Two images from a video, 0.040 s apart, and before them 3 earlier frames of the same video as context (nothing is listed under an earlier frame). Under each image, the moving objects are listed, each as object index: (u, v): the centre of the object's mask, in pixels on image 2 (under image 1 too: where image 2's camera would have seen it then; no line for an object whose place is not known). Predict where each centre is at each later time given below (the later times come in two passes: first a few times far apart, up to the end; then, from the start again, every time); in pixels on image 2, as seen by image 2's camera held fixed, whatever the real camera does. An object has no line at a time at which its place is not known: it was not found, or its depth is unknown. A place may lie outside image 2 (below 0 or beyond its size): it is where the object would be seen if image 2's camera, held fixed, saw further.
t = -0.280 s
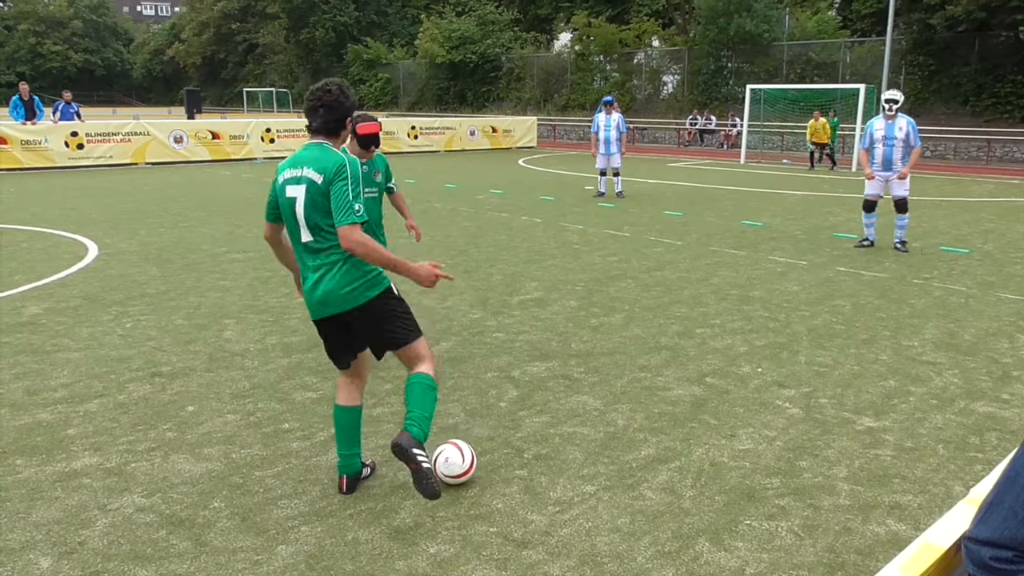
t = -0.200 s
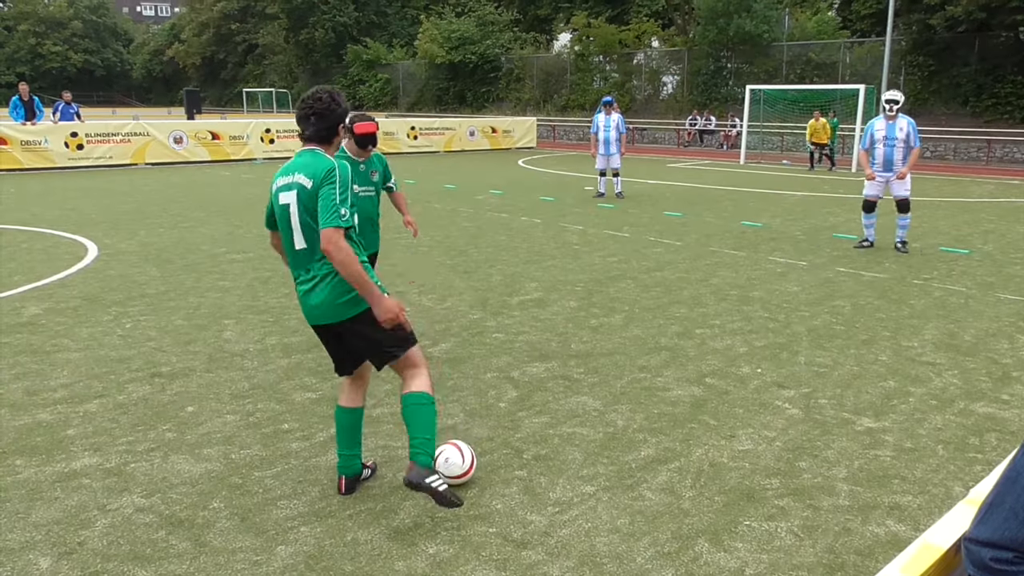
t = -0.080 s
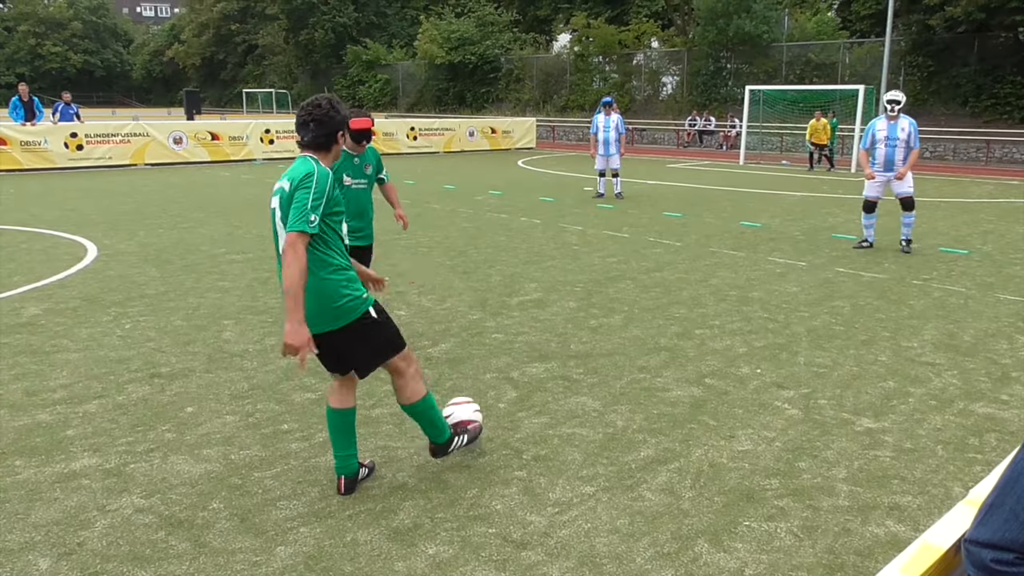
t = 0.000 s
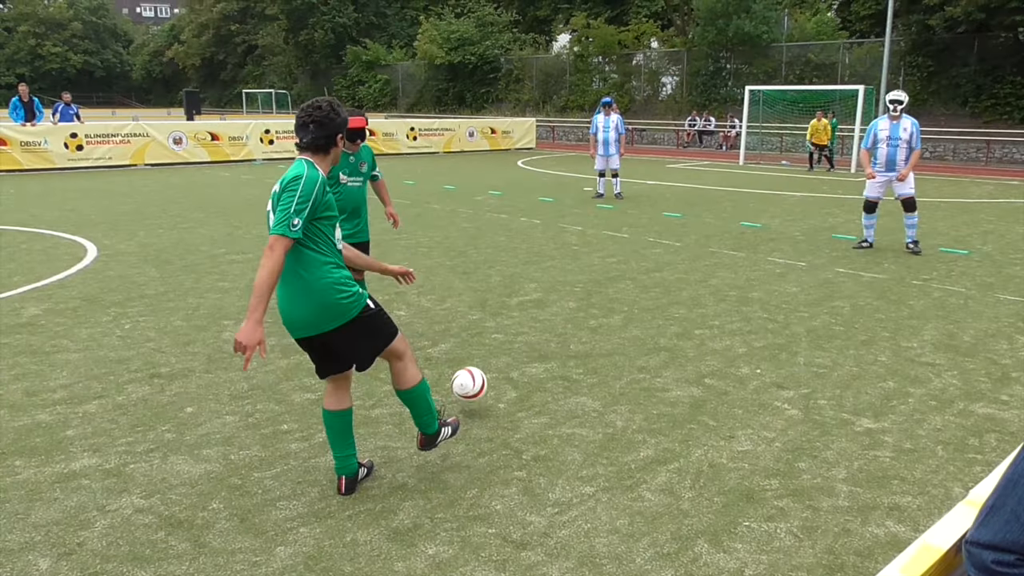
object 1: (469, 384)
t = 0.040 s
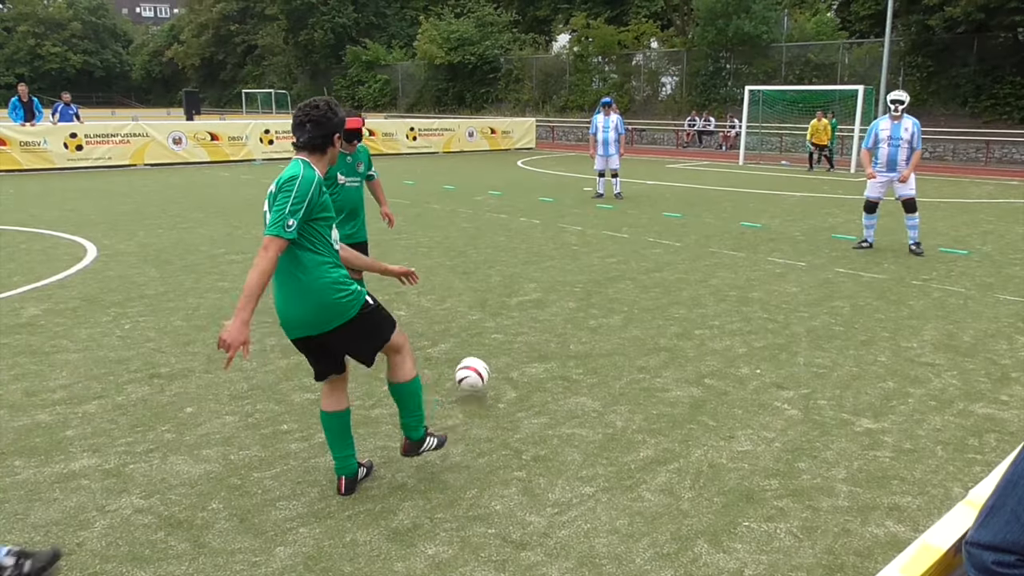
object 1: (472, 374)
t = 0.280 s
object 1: (486, 330)
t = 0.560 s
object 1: (496, 302)
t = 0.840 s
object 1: (504, 285)
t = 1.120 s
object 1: (510, 271)
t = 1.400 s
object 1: (515, 260)
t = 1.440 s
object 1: (516, 259)
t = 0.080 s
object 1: (475, 366)
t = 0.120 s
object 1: (478, 359)
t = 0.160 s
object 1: (480, 348)
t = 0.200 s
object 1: (482, 341)
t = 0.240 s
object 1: (484, 336)
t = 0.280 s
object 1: (486, 330)
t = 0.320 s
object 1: (487, 325)
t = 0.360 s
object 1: (489, 321)
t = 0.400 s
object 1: (490, 316)
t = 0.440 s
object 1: (492, 312)
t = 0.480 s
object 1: (493, 308)
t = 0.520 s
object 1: (494, 306)
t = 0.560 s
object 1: (496, 302)
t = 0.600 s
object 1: (497, 299)
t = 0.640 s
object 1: (498, 297)
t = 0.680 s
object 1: (499, 295)
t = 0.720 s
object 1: (500, 292)
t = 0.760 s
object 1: (502, 290)
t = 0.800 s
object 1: (503, 287)
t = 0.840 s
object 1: (504, 285)
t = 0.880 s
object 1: (504, 284)
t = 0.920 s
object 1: (505, 281)
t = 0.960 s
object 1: (506, 279)
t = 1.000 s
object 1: (507, 277)
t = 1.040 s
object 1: (509, 276)
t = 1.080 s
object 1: (510, 273)
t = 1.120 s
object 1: (510, 271)
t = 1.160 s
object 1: (511, 270)
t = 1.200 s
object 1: (512, 268)
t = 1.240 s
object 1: (512, 266)
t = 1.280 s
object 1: (513, 264)
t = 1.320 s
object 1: (514, 264)
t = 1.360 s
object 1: (515, 262)
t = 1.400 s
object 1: (515, 260)
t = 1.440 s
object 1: (516, 259)
